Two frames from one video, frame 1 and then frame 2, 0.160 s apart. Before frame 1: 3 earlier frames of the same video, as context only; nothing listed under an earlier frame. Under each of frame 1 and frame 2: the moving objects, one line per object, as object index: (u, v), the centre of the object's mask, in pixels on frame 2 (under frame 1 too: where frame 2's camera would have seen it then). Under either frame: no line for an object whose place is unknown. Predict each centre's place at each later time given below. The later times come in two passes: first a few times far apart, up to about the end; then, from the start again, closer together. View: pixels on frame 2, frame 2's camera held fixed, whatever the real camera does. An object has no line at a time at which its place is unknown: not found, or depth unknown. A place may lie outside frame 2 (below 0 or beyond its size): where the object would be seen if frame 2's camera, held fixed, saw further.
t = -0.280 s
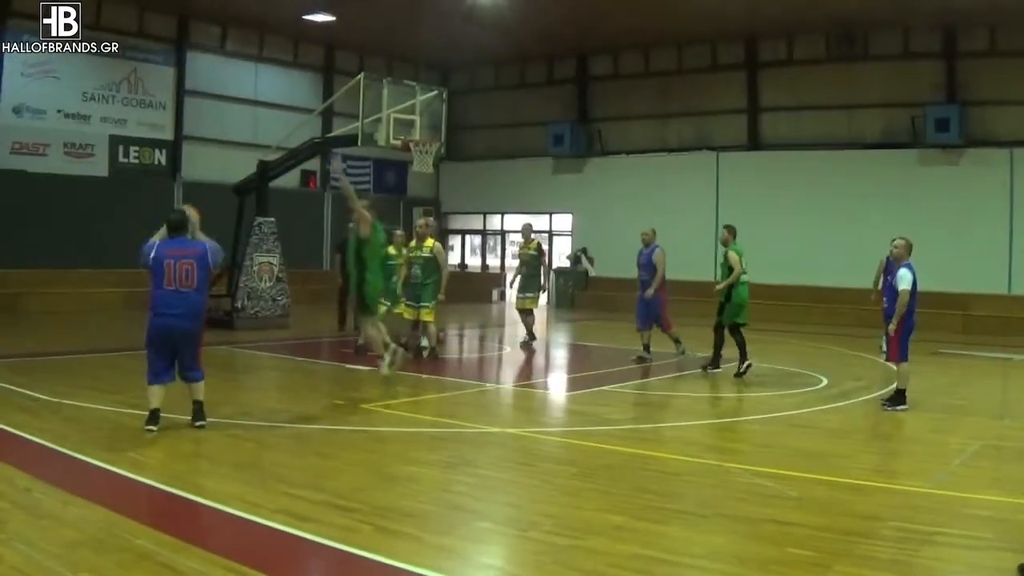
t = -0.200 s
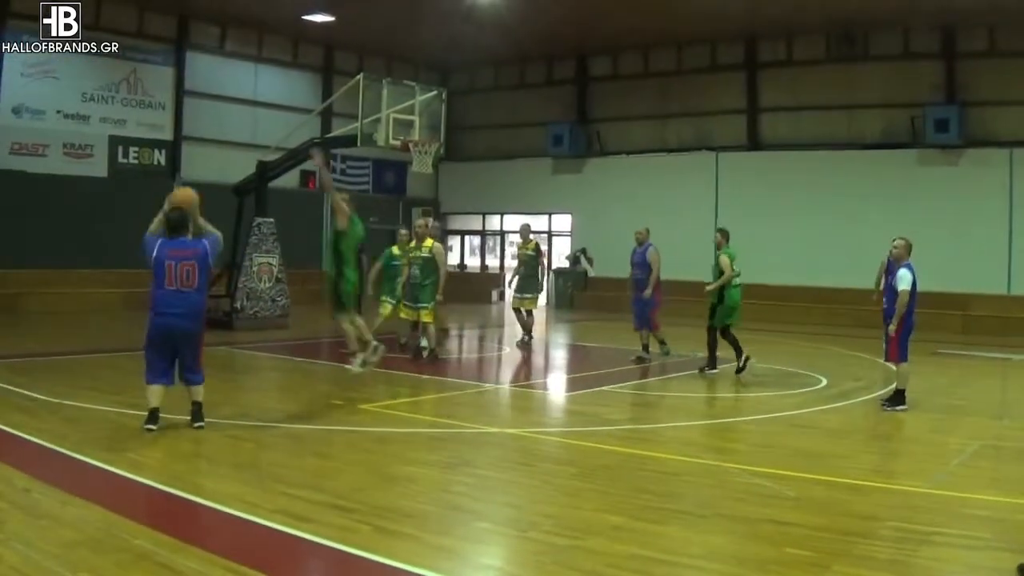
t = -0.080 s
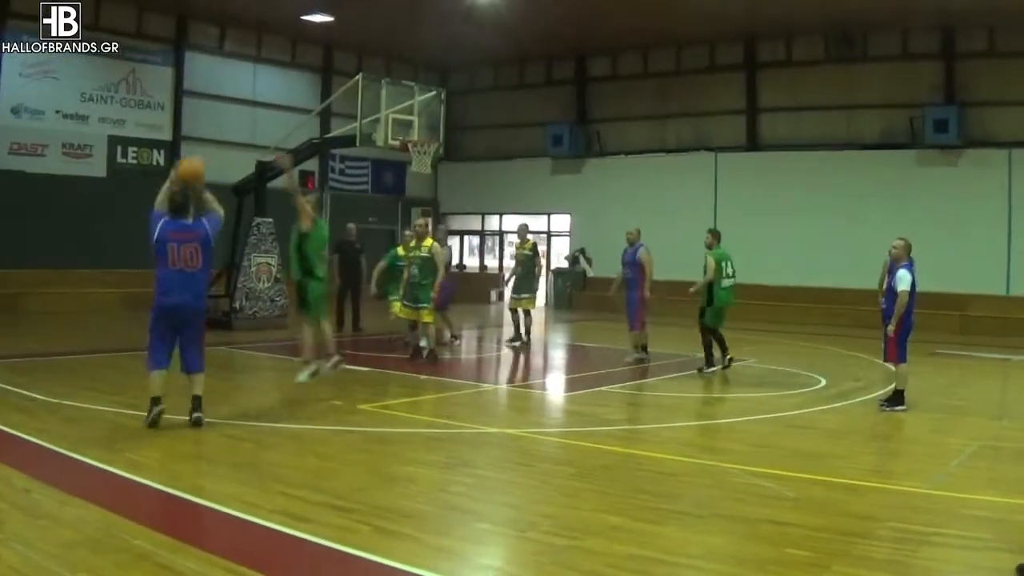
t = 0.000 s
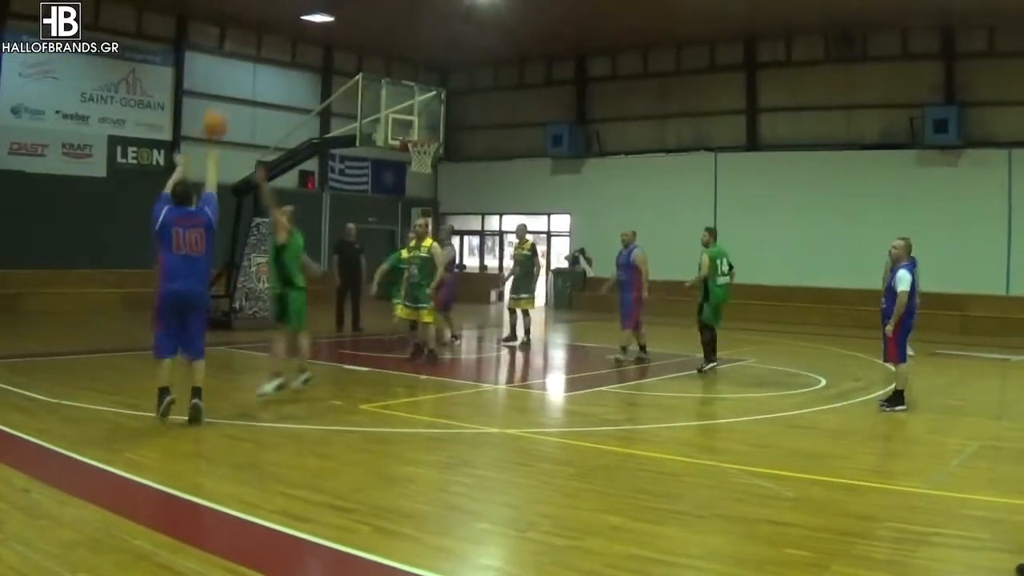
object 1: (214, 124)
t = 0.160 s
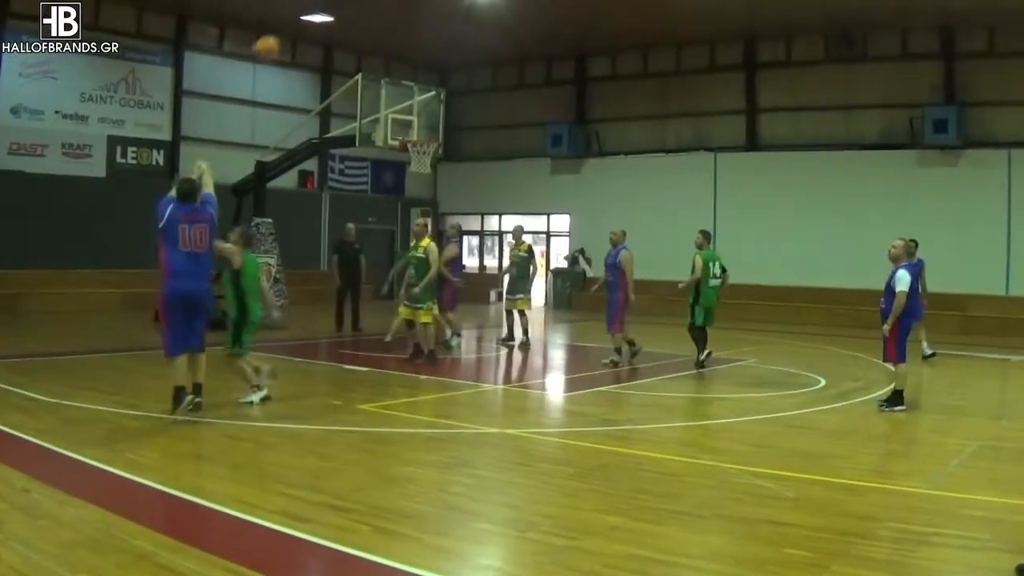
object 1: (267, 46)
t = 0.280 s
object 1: (297, 17)
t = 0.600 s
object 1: (365, 8)
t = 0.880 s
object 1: (405, 61)
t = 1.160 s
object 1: (434, 128)
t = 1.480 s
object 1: (447, 136)
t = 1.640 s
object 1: (455, 162)
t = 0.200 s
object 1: (278, 36)
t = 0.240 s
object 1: (288, 26)
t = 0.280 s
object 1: (297, 17)
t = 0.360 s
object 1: (317, 6)
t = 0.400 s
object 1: (326, 6)
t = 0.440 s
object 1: (335, 5)
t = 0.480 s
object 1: (343, 5)
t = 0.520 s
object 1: (351, 6)
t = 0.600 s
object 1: (365, 8)
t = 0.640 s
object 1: (372, 12)
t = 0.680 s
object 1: (378, 18)
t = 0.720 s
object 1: (384, 25)
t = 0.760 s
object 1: (389, 32)
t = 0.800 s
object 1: (395, 41)
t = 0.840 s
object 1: (400, 51)
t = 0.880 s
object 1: (405, 61)
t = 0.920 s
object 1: (410, 71)
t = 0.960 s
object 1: (416, 82)
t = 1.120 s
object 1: (432, 131)
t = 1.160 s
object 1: (434, 128)
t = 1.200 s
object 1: (437, 125)
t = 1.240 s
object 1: (439, 124)
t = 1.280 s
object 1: (440, 124)
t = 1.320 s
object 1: (442, 124)
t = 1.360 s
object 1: (443, 126)
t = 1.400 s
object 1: (444, 128)
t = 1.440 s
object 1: (445, 132)
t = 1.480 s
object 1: (447, 136)
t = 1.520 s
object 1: (449, 141)
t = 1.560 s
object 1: (450, 147)
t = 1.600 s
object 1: (453, 154)
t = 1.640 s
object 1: (455, 162)
